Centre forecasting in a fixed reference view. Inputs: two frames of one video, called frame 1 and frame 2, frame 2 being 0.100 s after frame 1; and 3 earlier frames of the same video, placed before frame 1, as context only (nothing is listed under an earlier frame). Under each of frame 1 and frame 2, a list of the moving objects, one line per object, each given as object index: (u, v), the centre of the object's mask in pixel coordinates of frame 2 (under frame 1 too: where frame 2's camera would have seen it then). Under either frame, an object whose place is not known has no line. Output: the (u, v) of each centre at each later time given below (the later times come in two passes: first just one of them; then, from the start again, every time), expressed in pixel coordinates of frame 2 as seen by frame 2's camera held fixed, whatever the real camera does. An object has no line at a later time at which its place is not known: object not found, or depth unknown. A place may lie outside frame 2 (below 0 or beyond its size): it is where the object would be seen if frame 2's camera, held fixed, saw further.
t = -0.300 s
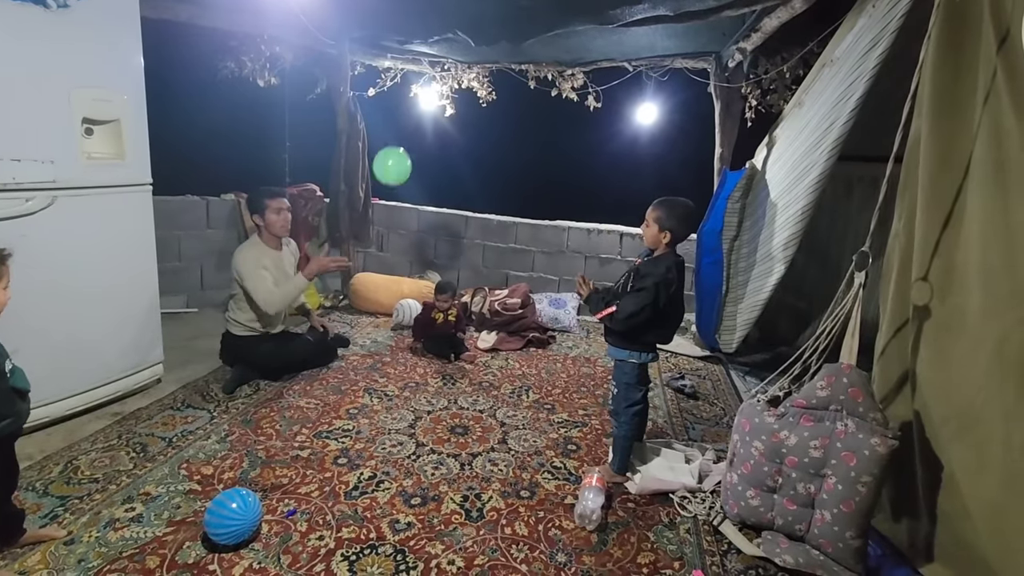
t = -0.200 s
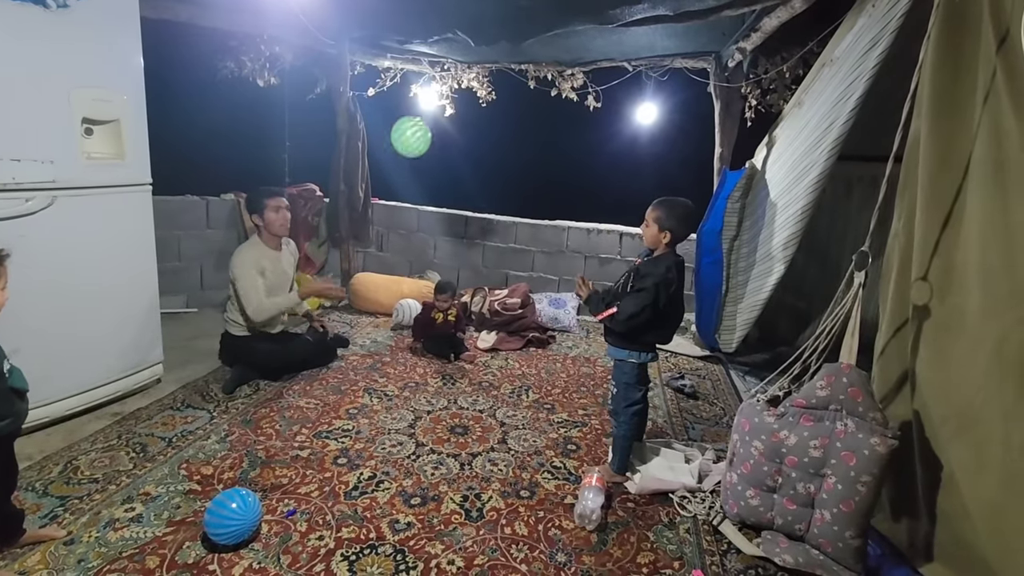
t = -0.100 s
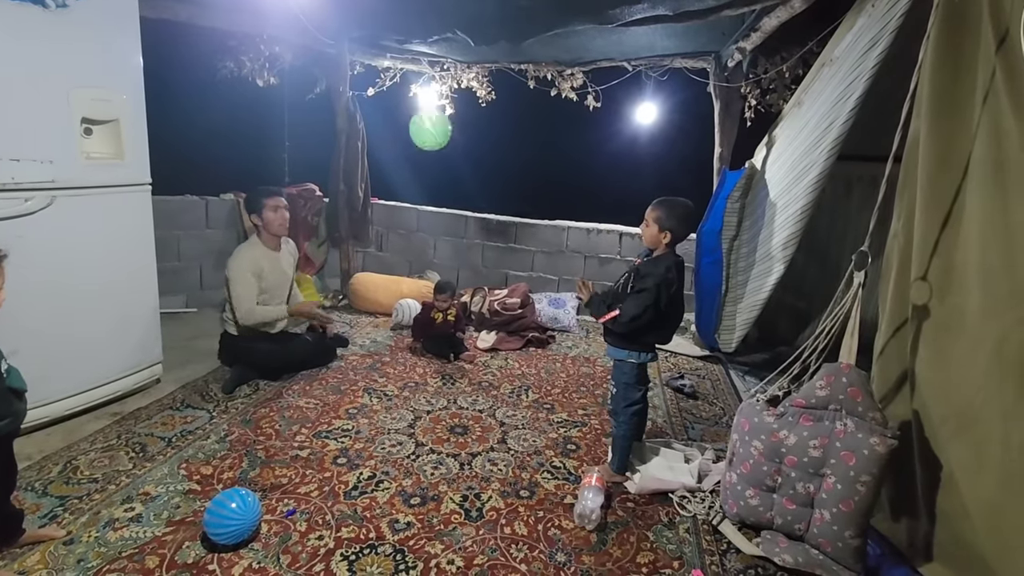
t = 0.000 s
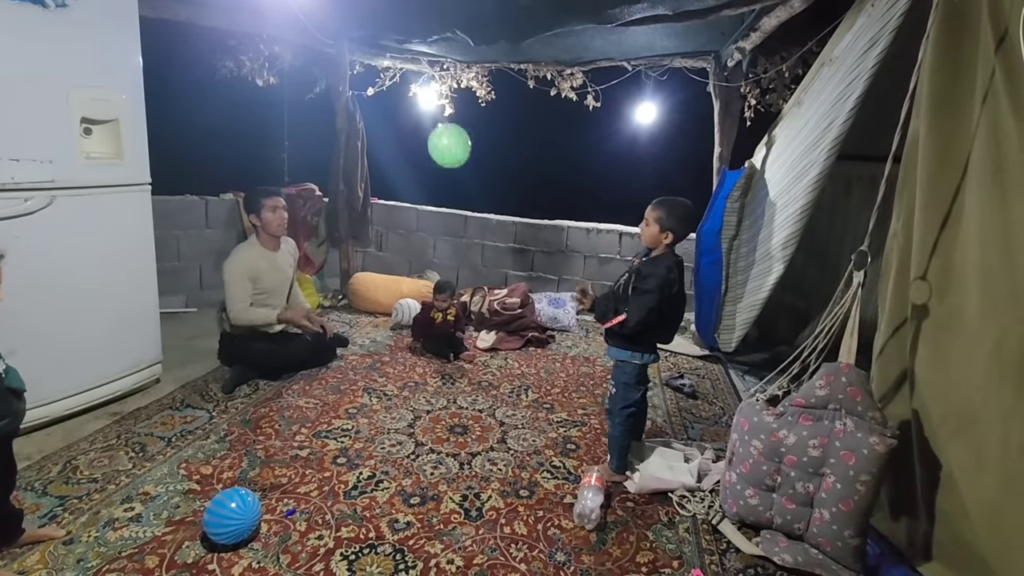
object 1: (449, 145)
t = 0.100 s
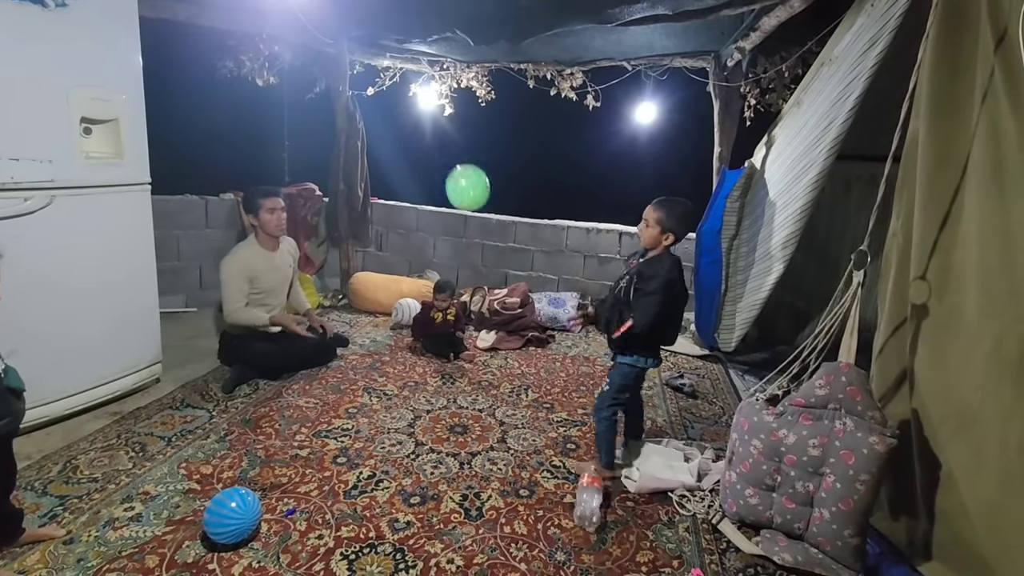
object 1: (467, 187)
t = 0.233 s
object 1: (489, 283)
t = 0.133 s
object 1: (473, 207)
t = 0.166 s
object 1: (479, 231)
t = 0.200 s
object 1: (484, 256)
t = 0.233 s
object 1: (489, 283)
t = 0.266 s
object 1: (494, 314)
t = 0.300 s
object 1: (498, 347)
